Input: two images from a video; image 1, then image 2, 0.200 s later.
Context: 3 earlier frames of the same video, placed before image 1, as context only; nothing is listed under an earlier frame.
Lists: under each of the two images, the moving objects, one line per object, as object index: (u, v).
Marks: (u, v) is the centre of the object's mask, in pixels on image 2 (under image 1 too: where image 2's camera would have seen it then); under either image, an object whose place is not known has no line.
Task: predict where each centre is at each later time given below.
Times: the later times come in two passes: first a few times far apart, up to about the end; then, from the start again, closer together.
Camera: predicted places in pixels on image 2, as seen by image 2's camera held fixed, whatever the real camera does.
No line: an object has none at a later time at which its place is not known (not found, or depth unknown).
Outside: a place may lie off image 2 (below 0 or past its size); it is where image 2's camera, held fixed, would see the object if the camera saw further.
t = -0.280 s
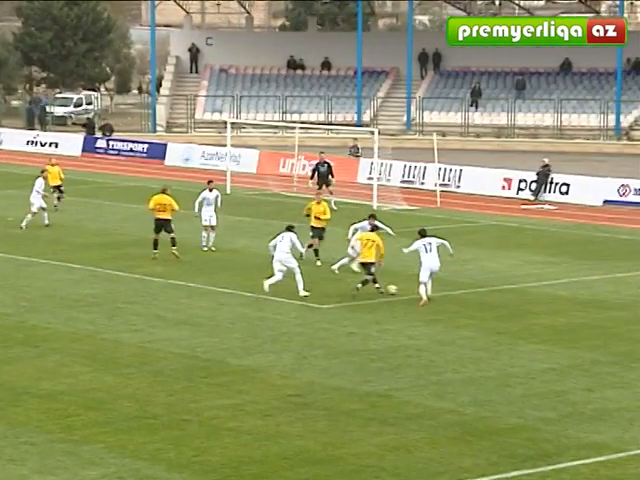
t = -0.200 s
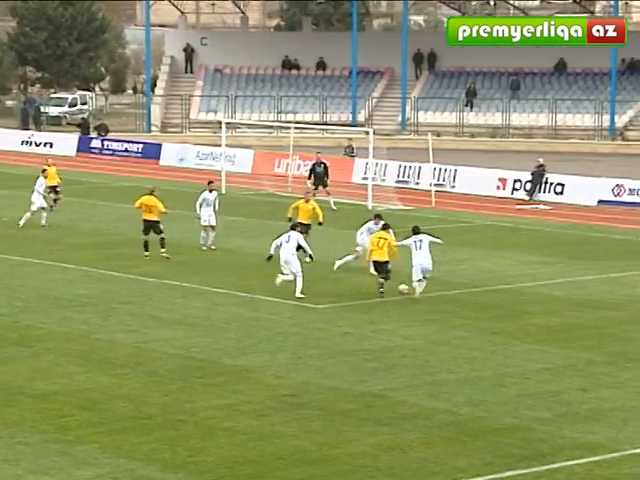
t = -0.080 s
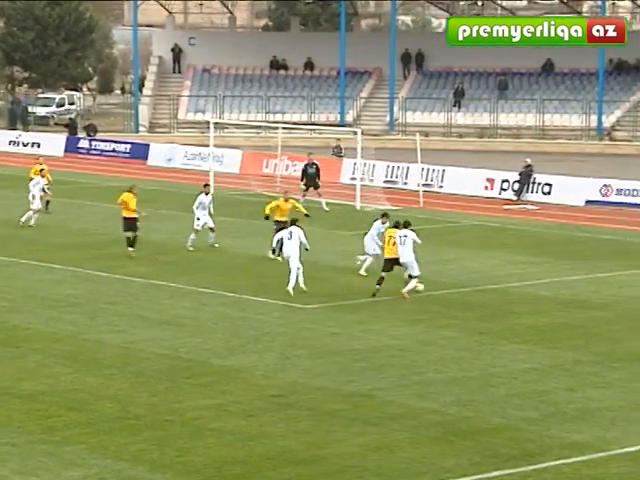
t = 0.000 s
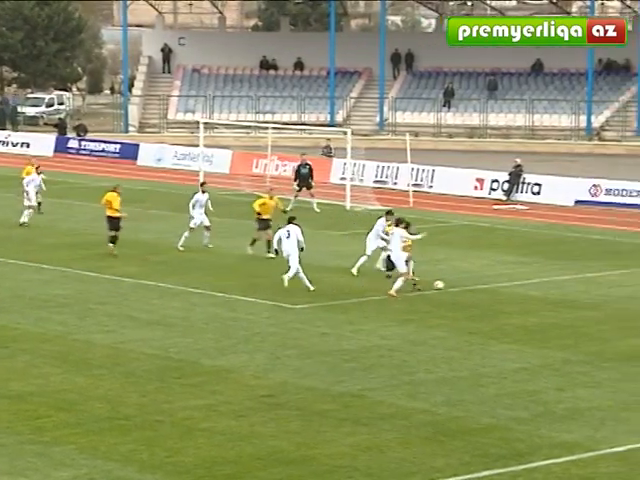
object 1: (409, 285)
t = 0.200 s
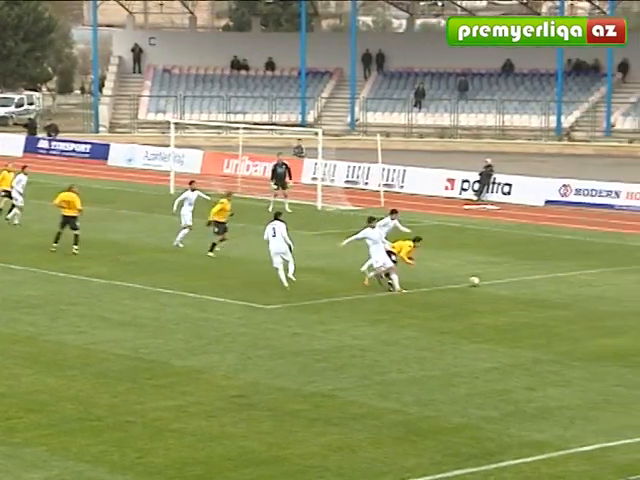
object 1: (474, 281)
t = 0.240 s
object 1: (485, 281)
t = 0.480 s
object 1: (545, 277)
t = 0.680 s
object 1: (592, 272)
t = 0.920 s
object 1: (645, 270)
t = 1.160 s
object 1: (694, 267)
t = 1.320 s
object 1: (723, 266)
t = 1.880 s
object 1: (822, 260)
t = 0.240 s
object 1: (485, 281)
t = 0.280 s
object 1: (496, 280)
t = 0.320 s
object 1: (507, 279)
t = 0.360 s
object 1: (516, 277)
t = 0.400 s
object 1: (527, 277)
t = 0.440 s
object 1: (536, 277)
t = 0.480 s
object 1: (545, 277)
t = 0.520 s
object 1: (555, 275)
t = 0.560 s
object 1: (564, 273)
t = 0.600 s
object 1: (574, 272)
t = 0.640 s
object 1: (583, 272)
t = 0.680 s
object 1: (592, 272)
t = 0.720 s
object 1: (601, 273)
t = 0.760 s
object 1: (610, 272)
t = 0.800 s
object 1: (619, 270)
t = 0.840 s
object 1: (627, 270)
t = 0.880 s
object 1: (636, 270)
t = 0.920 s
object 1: (645, 270)
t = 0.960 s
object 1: (653, 270)
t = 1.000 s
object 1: (661, 269)
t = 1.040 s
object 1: (670, 268)
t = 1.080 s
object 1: (678, 268)
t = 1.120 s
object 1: (686, 268)
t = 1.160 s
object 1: (694, 267)
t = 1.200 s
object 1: (702, 267)
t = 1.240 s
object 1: (710, 266)
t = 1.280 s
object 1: (718, 267)
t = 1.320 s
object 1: (723, 266)
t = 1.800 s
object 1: (810, 260)
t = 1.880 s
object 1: (822, 260)
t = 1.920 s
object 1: (829, 261)
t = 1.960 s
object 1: (836, 261)
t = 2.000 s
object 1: (842, 261)
